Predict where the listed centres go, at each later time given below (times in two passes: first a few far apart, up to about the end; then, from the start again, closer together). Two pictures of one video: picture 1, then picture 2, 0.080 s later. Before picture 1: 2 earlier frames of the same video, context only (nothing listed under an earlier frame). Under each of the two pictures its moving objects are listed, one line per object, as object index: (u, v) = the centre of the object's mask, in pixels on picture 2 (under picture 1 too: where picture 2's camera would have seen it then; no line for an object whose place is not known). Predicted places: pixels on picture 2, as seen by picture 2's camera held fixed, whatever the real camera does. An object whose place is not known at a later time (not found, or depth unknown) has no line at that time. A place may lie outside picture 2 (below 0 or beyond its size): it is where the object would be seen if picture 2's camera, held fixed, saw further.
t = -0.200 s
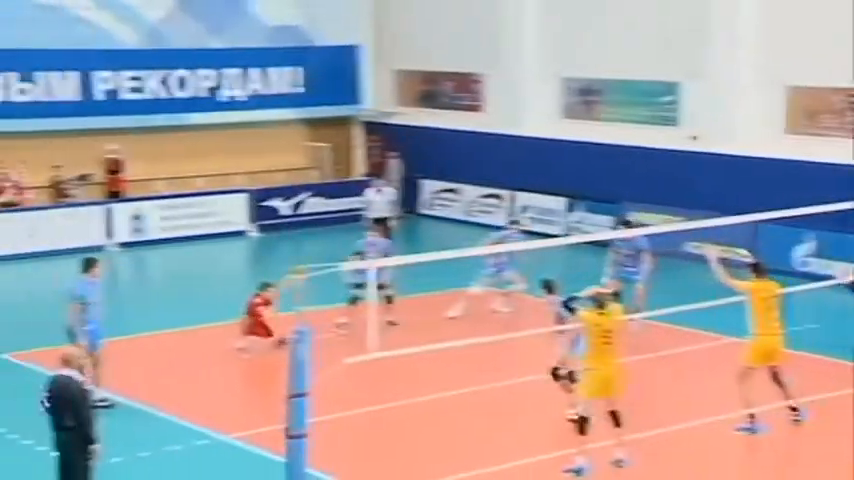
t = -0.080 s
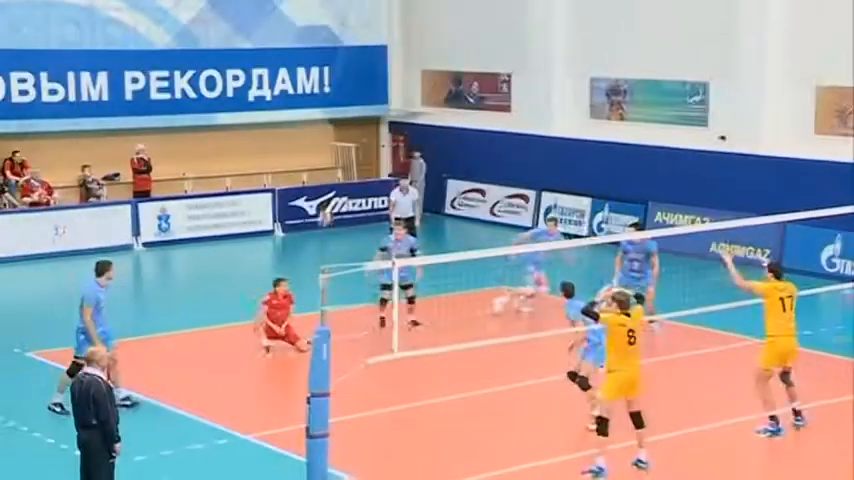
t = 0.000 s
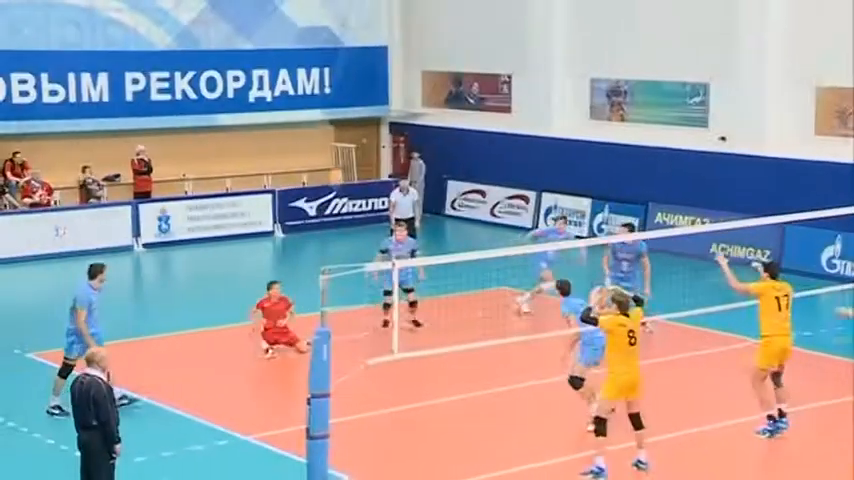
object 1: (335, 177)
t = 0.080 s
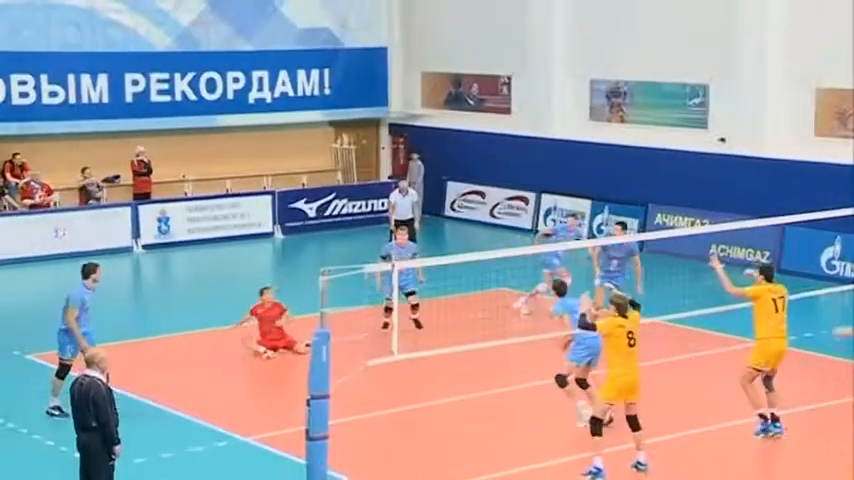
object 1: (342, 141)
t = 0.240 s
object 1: (363, 79)
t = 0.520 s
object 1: (395, 7)
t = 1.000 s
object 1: (452, 19)
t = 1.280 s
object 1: (487, 113)
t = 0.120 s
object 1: (349, 124)
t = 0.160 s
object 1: (354, 106)
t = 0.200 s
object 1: (359, 93)
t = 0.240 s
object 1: (363, 79)
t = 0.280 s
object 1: (368, 65)
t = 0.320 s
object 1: (372, 52)
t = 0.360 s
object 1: (378, 45)
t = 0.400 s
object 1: (382, 31)
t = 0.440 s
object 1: (385, 23)
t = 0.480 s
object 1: (389, 13)
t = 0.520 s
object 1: (395, 7)
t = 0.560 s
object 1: (401, 1)
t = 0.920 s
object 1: (442, 1)
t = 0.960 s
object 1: (446, 8)
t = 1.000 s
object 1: (452, 19)
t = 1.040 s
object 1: (455, 27)
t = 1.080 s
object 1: (462, 35)
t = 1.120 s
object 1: (468, 48)
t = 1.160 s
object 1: (470, 65)
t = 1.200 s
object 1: (476, 78)
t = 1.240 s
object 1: (481, 93)
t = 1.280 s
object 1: (487, 113)
